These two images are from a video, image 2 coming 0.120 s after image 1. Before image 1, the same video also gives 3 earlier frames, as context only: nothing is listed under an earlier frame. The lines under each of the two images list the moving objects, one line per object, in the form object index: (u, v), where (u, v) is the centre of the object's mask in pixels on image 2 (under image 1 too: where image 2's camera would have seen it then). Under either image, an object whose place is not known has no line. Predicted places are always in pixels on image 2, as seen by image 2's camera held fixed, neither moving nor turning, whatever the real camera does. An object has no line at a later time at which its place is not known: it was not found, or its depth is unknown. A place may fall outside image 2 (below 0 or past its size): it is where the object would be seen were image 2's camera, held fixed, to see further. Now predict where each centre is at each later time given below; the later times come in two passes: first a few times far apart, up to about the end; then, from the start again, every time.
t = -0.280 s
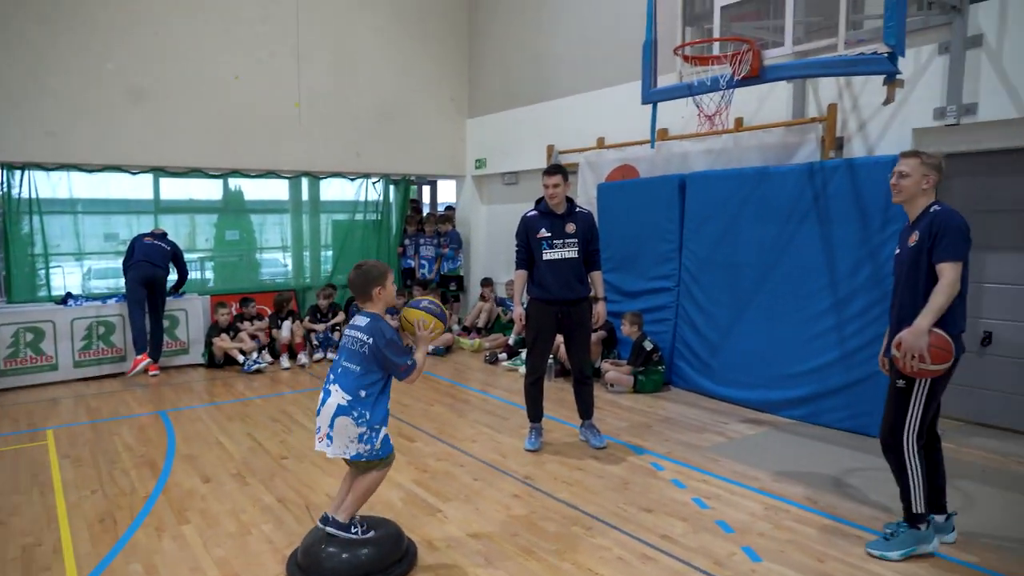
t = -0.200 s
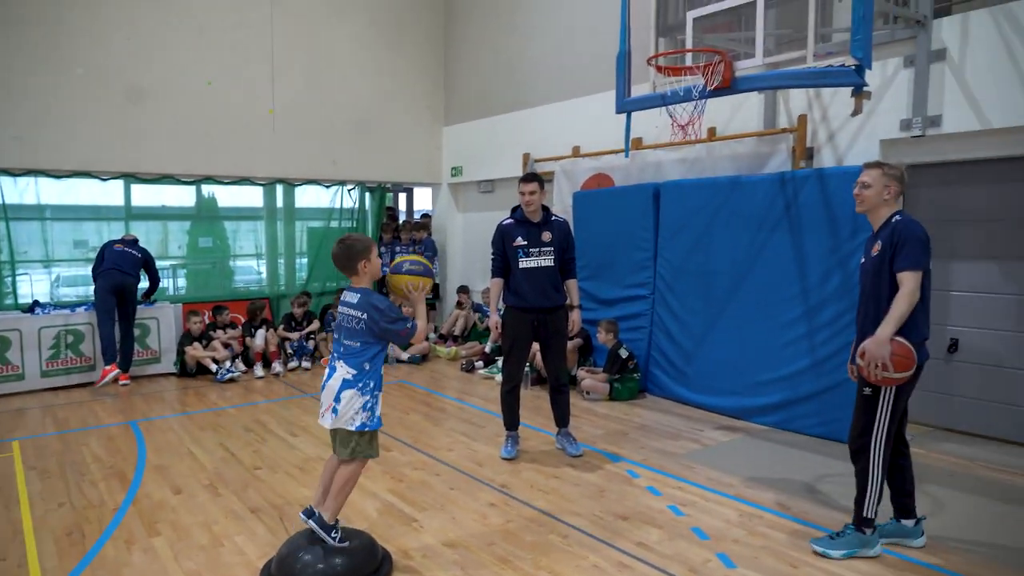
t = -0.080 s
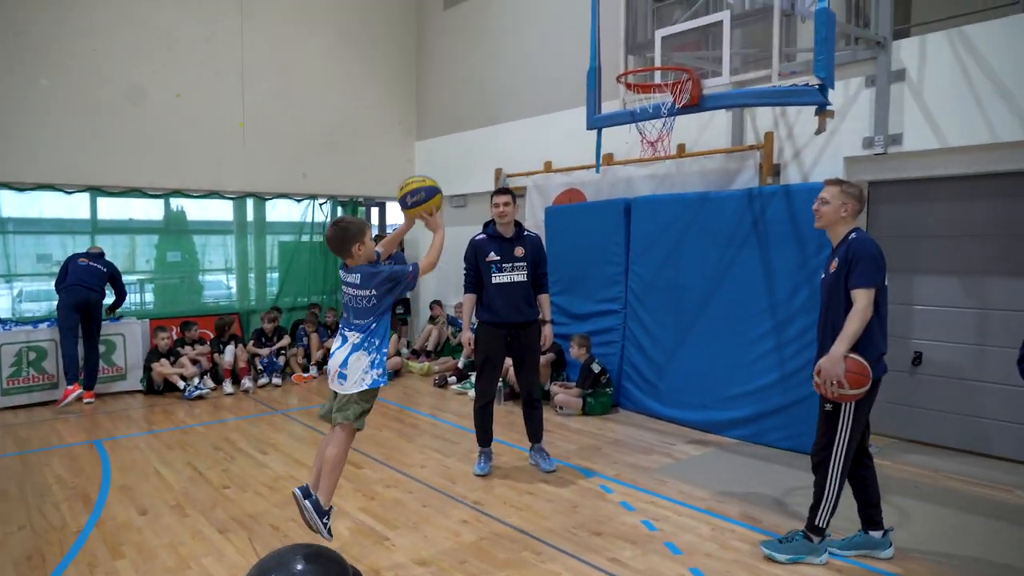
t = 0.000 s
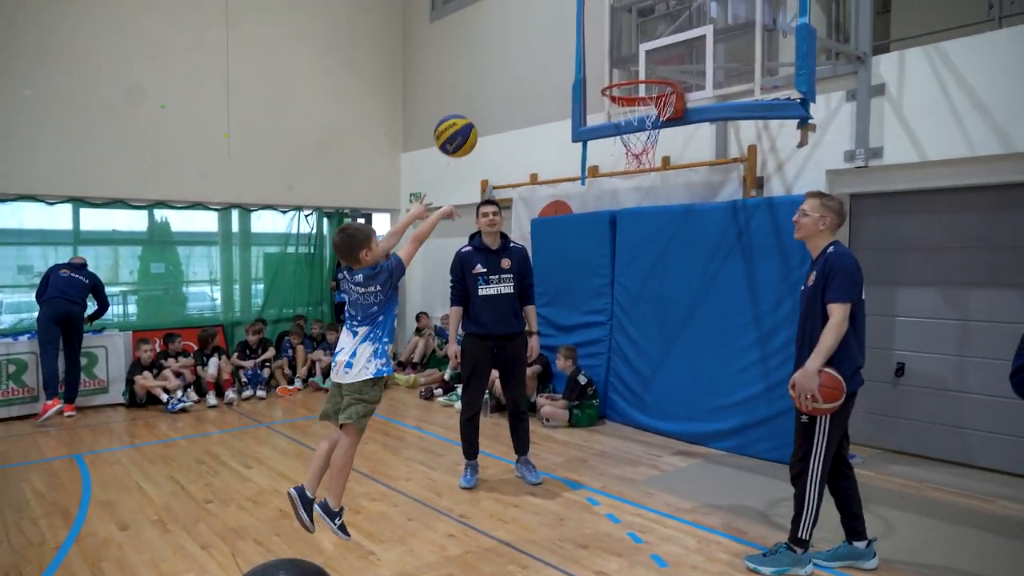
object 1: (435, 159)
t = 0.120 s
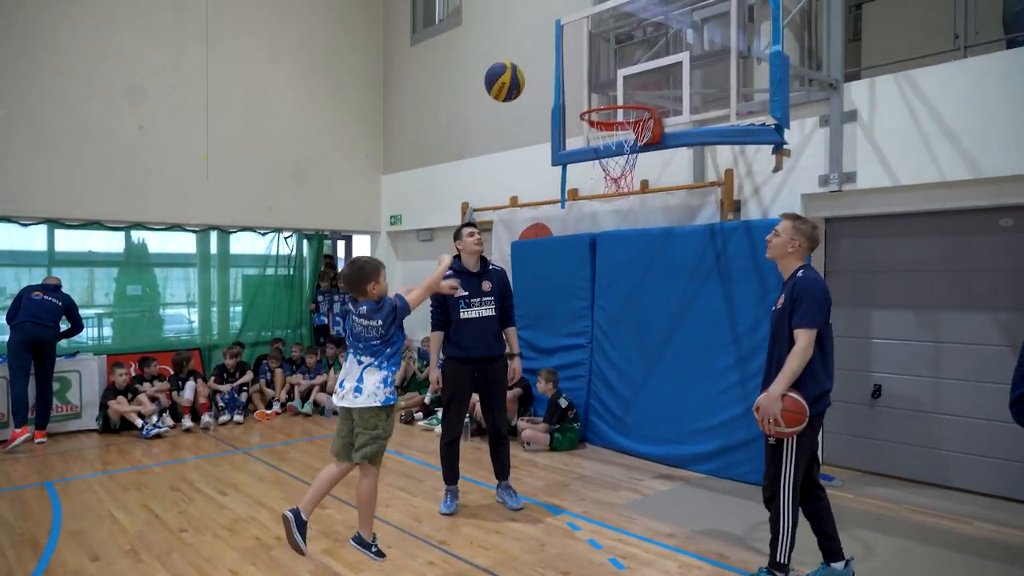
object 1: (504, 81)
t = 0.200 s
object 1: (545, 49)
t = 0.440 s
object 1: (647, 26)
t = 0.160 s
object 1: (525, 64)
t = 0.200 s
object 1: (545, 49)
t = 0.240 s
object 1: (564, 39)
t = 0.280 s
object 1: (582, 31)
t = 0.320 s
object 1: (599, 25)
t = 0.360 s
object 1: (616, 24)
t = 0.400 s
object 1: (632, 24)
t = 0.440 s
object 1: (647, 26)
